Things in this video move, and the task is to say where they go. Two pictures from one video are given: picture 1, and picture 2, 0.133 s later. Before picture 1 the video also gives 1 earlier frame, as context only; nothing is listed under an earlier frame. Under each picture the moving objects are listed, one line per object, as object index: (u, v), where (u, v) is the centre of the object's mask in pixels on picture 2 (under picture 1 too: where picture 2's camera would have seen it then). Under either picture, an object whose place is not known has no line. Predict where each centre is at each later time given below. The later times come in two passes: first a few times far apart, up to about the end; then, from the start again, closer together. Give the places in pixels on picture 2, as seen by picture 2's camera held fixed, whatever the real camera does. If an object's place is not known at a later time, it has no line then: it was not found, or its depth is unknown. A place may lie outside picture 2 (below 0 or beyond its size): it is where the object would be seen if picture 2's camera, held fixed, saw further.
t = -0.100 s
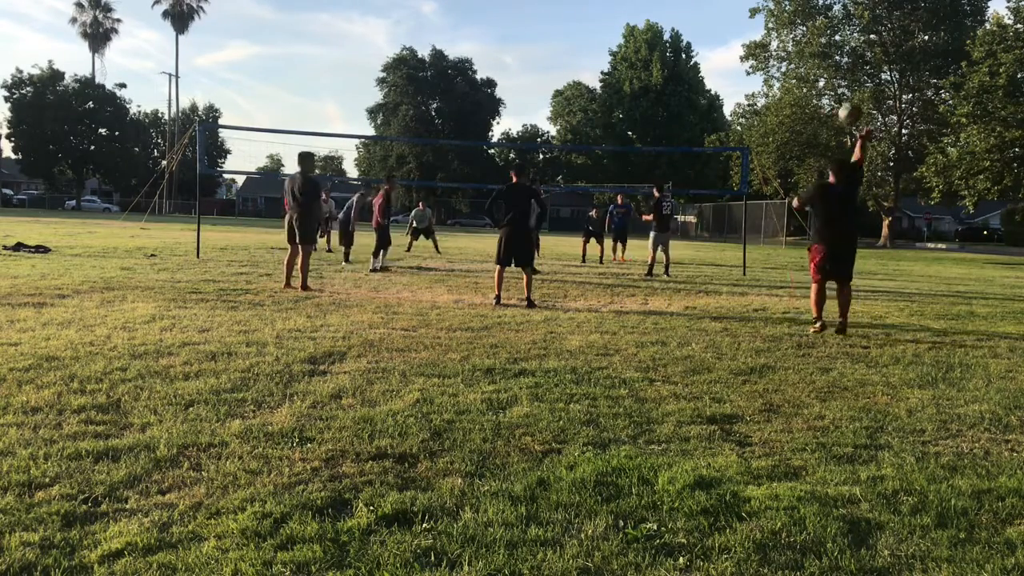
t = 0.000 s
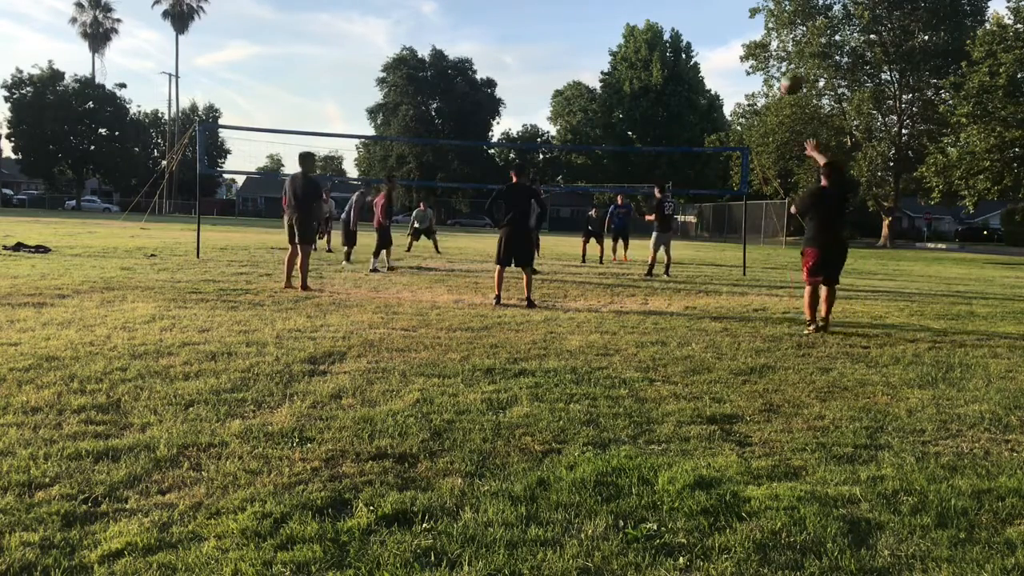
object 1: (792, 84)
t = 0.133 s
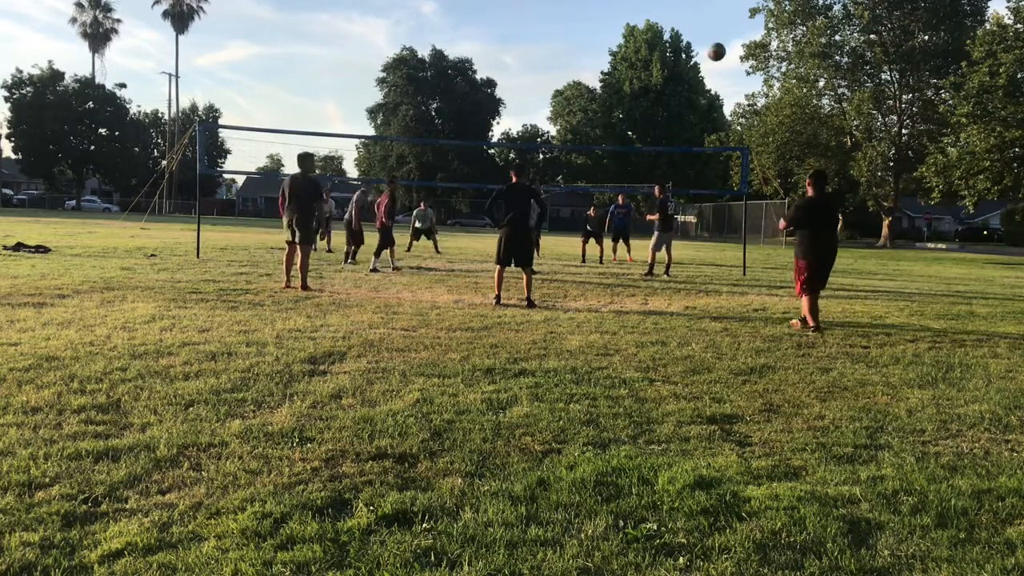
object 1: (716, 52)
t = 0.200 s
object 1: (686, 43)
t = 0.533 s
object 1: (577, 53)
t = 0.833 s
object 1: (517, 113)
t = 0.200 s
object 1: (686, 43)
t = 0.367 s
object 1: (620, 41)
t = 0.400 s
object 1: (613, 40)
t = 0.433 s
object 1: (603, 42)
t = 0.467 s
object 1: (594, 45)
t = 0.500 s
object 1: (585, 49)
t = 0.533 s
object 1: (577, 53)
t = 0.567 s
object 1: (568, 58)
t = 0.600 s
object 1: (561, 63)
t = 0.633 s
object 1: (553, 69)
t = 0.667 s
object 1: (546, 75)
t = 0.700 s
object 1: (540, 82)
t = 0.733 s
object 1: (534, 89)
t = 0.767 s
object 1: (528, 97)
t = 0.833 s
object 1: (517, 113)
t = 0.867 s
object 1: (511, 121)
